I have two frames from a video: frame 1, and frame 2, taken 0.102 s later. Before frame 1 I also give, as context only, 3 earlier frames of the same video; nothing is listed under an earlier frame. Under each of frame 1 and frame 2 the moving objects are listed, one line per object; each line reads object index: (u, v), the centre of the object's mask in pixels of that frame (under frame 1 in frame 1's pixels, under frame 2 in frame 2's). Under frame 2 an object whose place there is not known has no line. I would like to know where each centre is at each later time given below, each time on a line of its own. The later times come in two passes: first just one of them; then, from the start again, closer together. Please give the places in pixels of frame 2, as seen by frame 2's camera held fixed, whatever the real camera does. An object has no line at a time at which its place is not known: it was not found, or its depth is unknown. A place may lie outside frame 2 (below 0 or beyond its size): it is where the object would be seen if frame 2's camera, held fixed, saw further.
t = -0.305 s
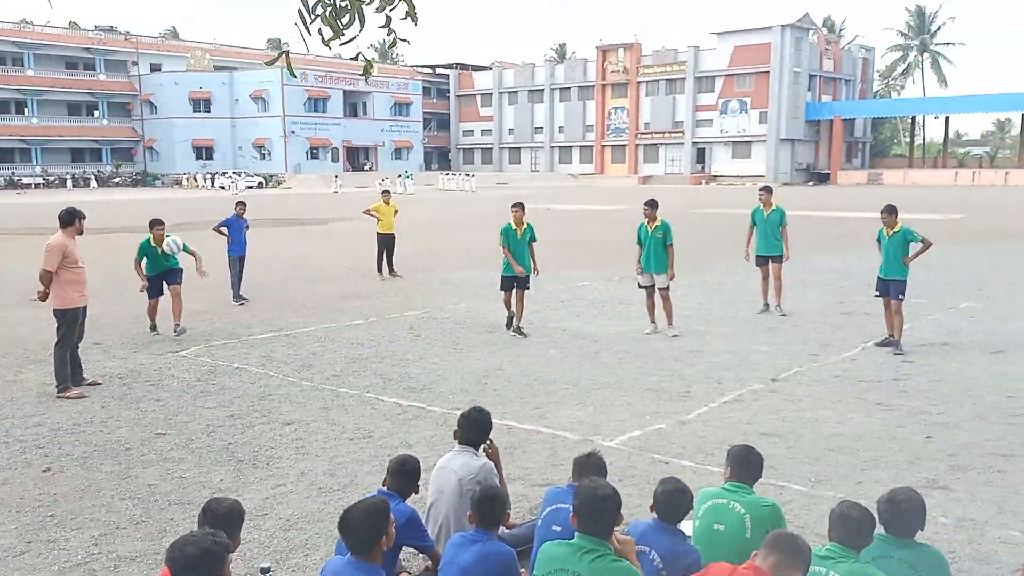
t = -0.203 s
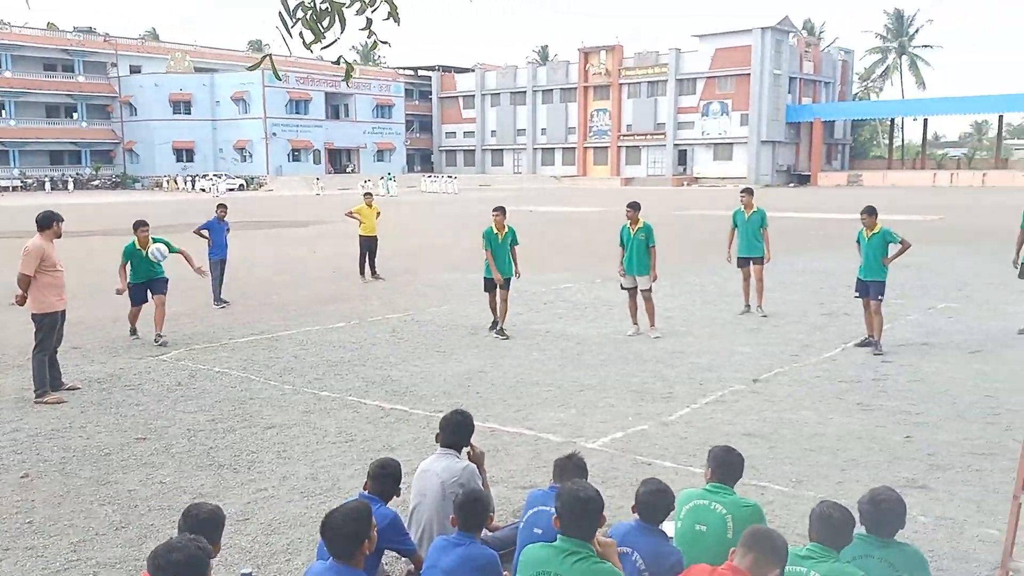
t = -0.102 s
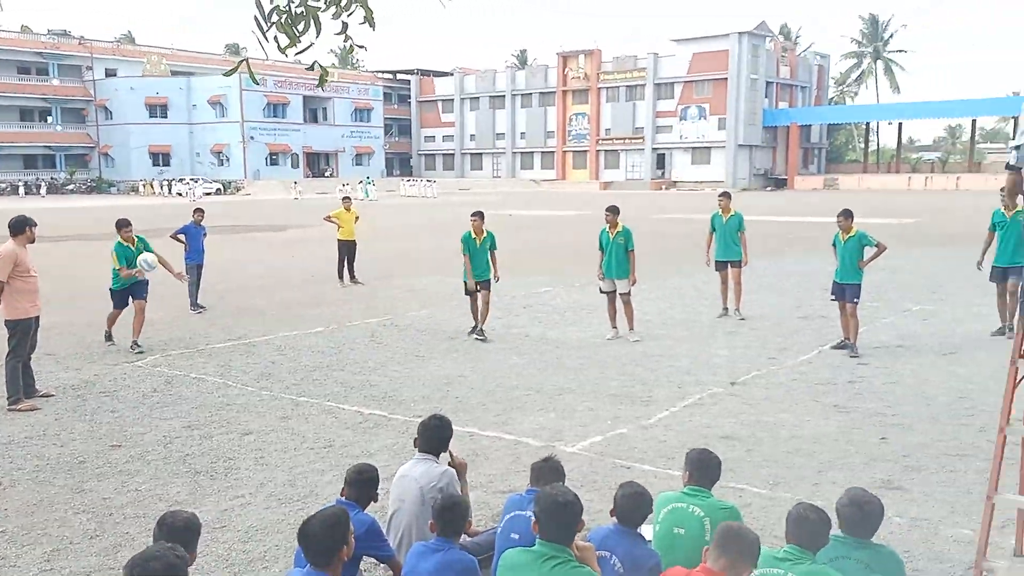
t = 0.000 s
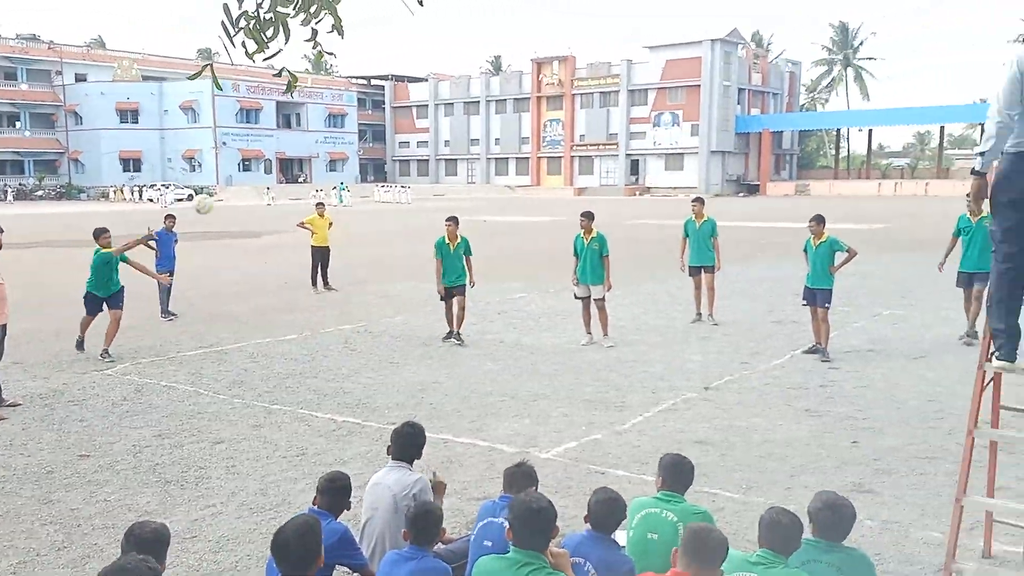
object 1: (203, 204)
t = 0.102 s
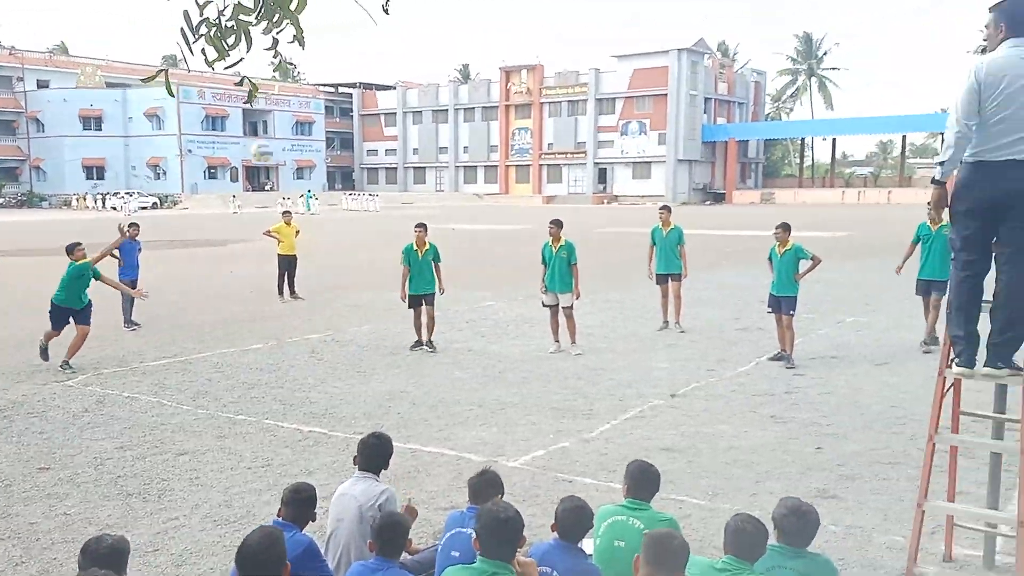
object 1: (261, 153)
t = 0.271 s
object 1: (436, 65)
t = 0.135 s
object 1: (295, 132)
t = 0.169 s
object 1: (328, 114)
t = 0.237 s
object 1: (400, 81)
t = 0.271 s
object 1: (436, 65)
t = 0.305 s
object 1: (474, 48)
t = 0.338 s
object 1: (512, 34)
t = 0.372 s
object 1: (554, 19)
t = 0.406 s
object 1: (597, 6)
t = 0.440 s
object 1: (642, -7)
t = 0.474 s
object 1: (686, -19)
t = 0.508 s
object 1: (734, -31)
